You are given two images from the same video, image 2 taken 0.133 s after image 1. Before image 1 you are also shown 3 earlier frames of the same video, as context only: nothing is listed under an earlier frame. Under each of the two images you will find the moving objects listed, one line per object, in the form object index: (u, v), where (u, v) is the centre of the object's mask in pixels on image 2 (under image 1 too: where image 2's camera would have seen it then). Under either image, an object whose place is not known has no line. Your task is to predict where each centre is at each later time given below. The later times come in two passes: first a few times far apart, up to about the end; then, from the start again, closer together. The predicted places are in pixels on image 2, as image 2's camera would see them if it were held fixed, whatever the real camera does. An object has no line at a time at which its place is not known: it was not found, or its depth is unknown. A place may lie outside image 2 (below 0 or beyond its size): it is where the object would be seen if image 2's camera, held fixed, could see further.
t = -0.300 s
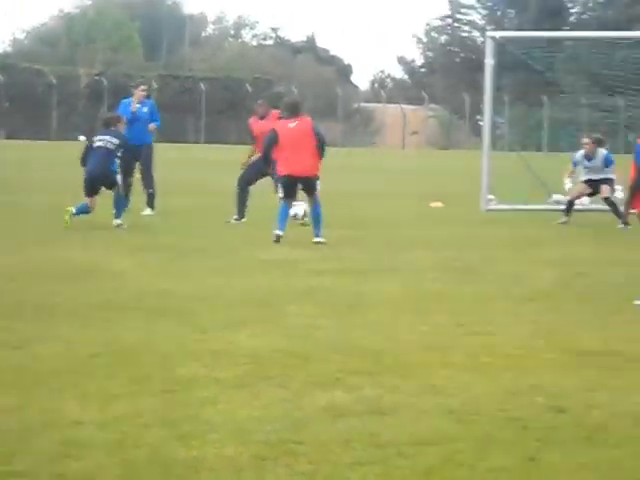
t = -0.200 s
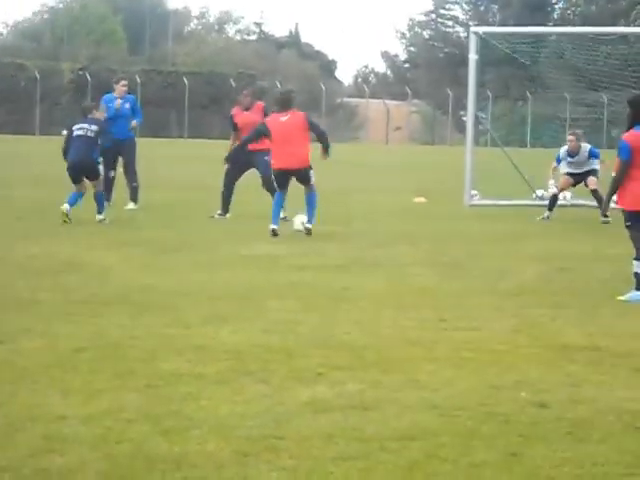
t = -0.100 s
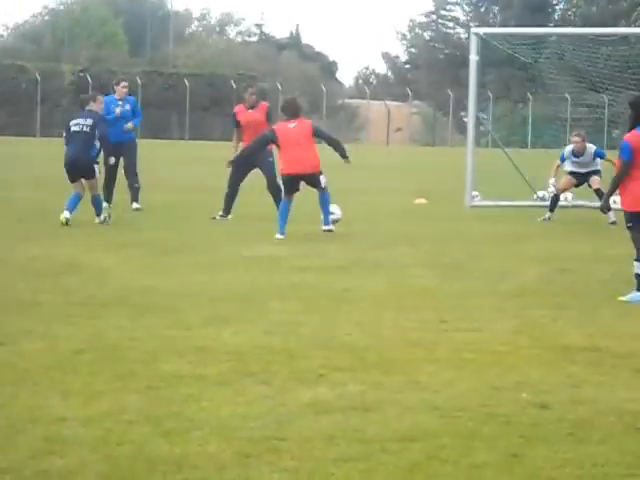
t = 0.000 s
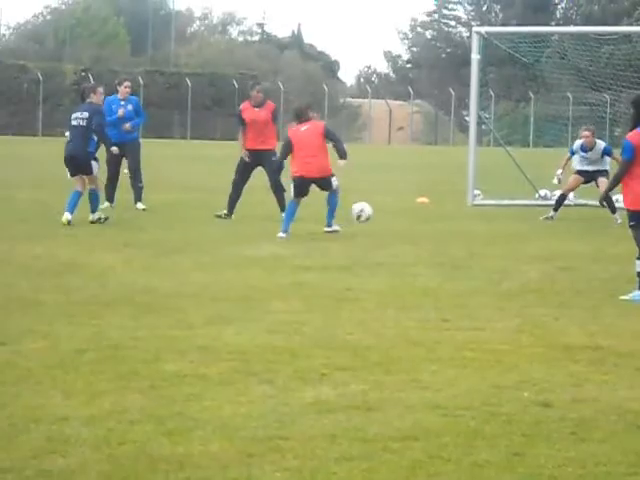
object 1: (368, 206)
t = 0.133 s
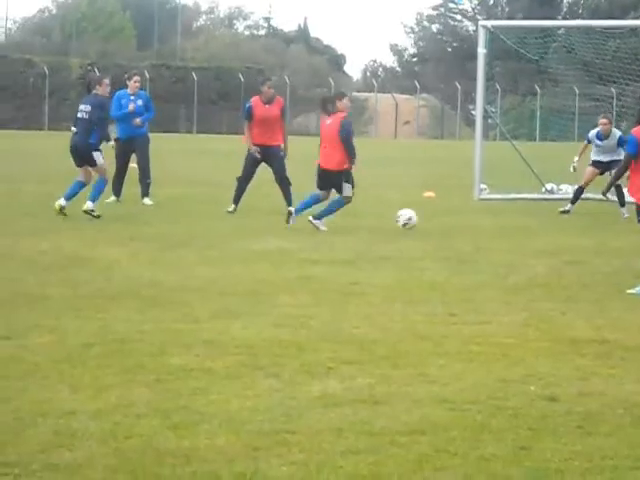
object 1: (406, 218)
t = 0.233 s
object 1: (437, 223)
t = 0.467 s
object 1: (513, 232)
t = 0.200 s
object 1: (426, 226)
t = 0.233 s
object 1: (437, 223)
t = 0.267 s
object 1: (448, 222)
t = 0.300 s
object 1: (459, 222)
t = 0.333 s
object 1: (469, 222)
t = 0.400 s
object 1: (491, 226)
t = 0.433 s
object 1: (502, 230)
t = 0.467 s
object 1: (513, 232)
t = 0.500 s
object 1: (524, 230)
